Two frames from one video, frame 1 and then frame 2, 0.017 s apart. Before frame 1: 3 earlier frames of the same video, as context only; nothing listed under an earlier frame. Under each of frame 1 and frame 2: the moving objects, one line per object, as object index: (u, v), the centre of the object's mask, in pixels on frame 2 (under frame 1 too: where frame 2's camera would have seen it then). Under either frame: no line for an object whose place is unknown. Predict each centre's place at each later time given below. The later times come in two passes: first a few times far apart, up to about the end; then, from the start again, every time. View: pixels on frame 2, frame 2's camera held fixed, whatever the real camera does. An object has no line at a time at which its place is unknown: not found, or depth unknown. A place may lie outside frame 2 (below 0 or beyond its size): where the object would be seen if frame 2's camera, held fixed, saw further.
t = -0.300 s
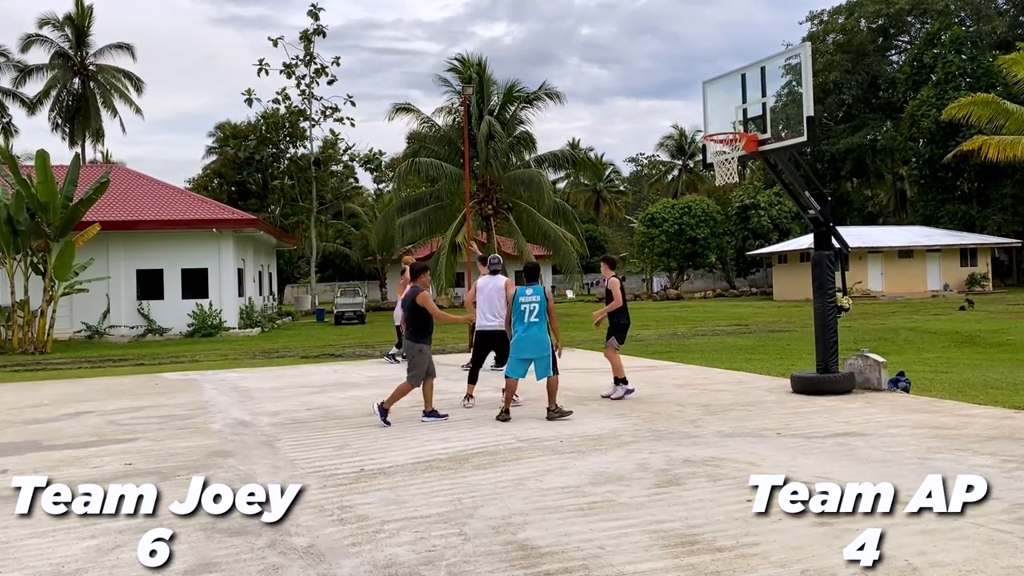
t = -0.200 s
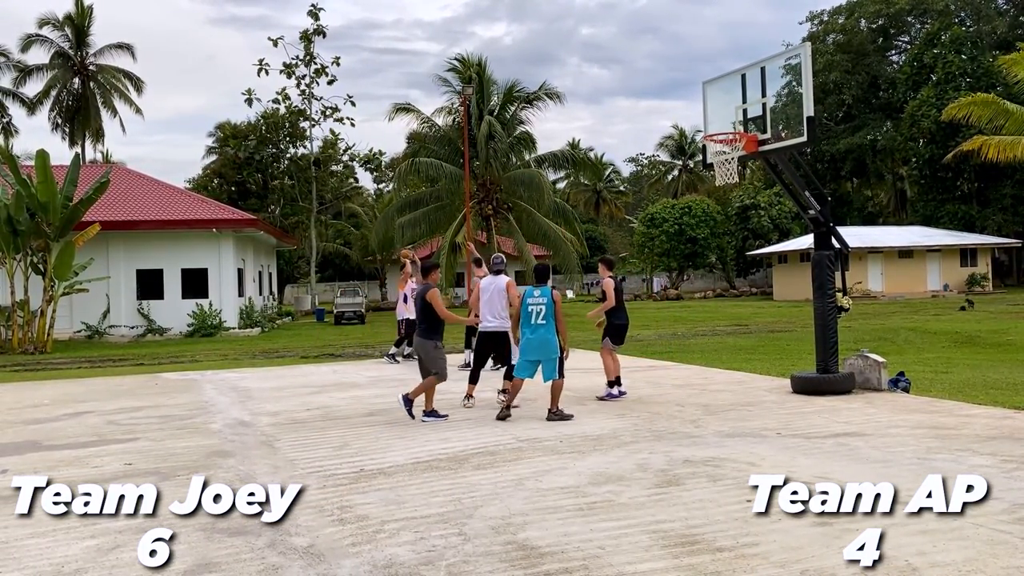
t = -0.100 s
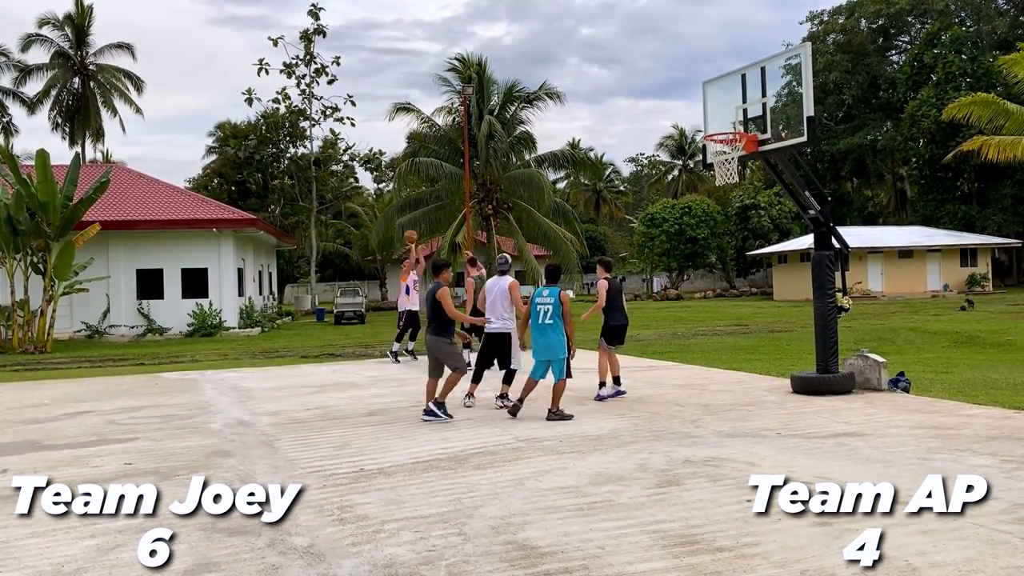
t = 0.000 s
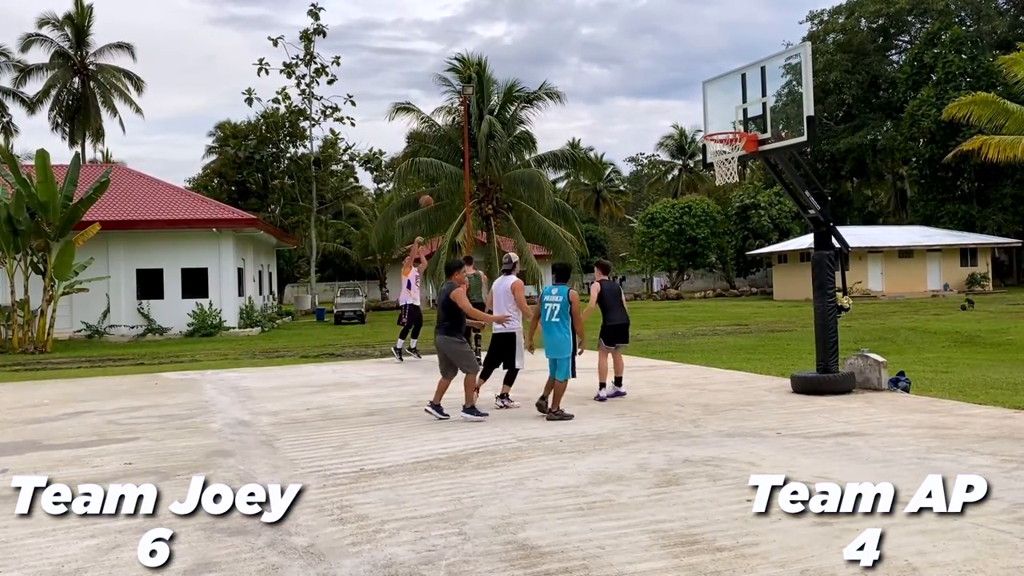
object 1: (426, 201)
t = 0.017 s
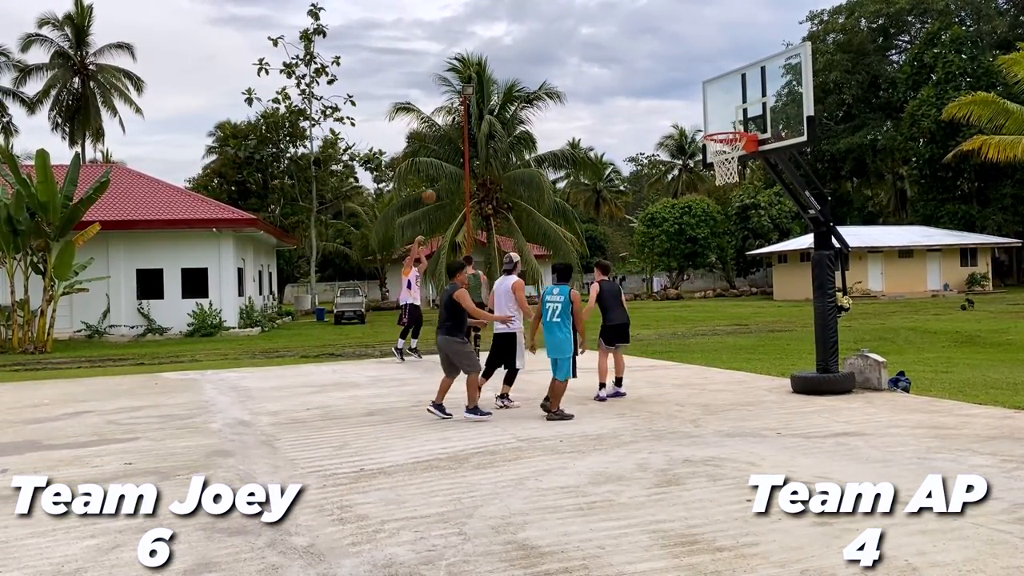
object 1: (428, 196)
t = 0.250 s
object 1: (473, 129)
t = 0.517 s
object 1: (533, 82)
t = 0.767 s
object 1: (604, 75)
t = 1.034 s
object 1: (699, 121)
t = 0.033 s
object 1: (432, 190)
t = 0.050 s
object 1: (434, 185)
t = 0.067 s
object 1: (437, 180)
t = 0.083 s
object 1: (440, 175)
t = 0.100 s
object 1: (442, 171)
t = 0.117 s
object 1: (446, 164)
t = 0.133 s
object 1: (450, 160)
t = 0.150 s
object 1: (453, 156)
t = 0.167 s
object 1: (456, 151)
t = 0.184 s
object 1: (459, 147)
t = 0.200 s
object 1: (463, 142)
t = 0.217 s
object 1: (466, 136)
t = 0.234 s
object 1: (469, 133)
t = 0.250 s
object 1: (473, 129)
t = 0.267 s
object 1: (476, 126)
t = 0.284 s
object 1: (480, 121)
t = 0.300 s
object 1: (482, 118)
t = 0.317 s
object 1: (486, 114)
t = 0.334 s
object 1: (490, 111)
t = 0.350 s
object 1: (493, 107)
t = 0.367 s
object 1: (497, 105)
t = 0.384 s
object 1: (502, 101)
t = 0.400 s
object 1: (505, 97)
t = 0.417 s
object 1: (509, 96)
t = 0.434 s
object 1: (512, 94)
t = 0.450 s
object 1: (518, 90)
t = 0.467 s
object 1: (521, 88)
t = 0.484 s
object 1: (525, 86)
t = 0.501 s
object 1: (529, 84)
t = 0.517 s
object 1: (533, 82)
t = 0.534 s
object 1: (538, 80)
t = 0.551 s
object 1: (542, 79)
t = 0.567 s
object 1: (546, 78)
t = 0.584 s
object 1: (551, 76)
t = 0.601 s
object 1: (555, 75)
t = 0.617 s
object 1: (560, 74)
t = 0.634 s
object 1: (564, 73)
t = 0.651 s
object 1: (569, 73)
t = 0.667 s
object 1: (574, 73)
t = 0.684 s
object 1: (579, 72)
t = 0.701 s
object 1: (583, 73)
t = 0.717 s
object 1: (589, 73)
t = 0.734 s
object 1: (593, 73)
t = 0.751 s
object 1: (599, 74)
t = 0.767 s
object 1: (604, 75)
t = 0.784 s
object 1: (609, 76)
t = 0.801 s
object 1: (614, 77)
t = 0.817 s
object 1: (620, 78)
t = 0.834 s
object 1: (625, 80)
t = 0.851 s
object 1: (631, 82)
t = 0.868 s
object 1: (637, 85)
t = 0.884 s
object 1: (642, 87)
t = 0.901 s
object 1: (648, 90)
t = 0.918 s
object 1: (654, 93)
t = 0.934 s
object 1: (660, 96)
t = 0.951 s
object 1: (666, 99)
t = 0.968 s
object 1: (673, 103)
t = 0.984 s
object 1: (679, 107)
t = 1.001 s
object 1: (686, 112)
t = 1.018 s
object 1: (692, 116)
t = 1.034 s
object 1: (699, 121)
